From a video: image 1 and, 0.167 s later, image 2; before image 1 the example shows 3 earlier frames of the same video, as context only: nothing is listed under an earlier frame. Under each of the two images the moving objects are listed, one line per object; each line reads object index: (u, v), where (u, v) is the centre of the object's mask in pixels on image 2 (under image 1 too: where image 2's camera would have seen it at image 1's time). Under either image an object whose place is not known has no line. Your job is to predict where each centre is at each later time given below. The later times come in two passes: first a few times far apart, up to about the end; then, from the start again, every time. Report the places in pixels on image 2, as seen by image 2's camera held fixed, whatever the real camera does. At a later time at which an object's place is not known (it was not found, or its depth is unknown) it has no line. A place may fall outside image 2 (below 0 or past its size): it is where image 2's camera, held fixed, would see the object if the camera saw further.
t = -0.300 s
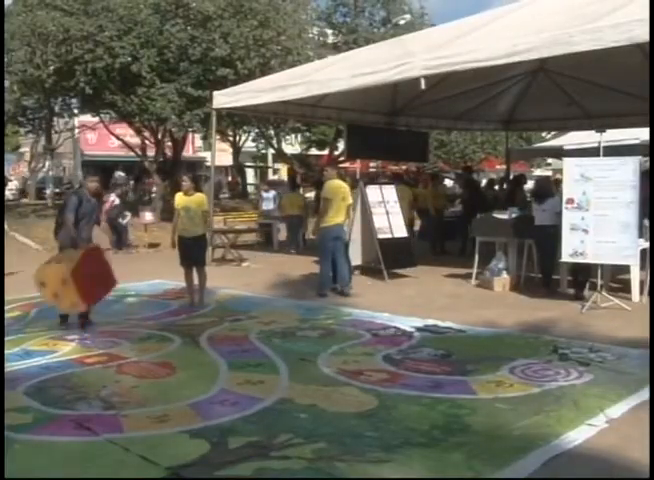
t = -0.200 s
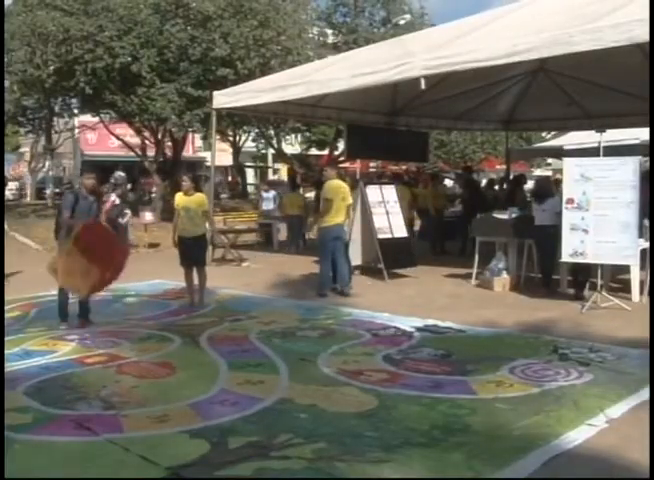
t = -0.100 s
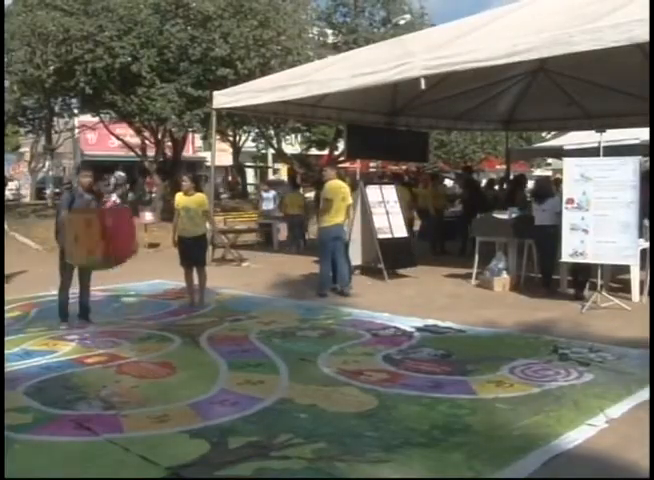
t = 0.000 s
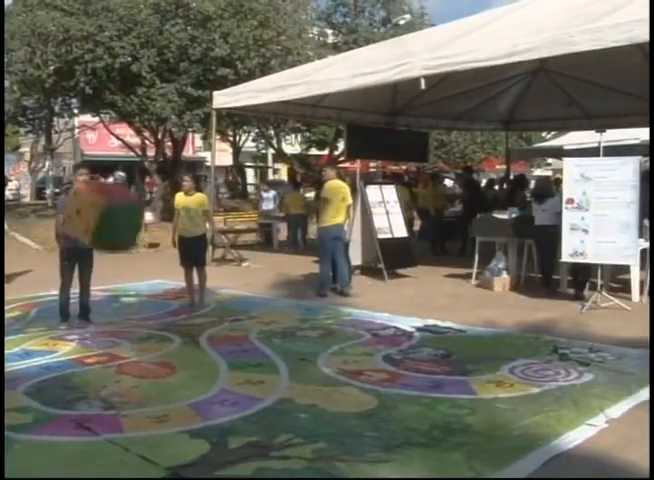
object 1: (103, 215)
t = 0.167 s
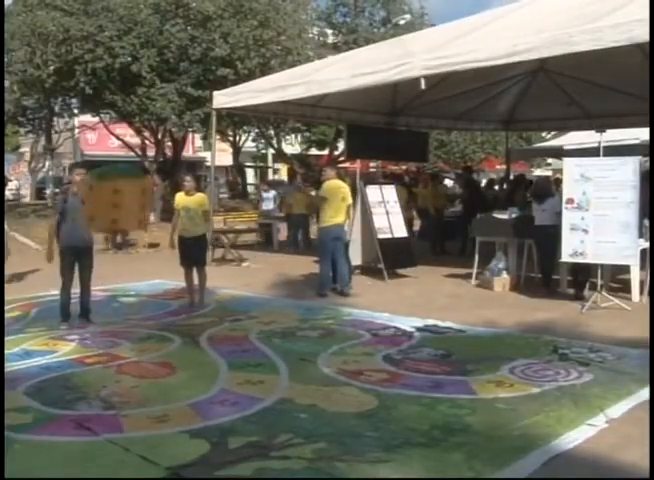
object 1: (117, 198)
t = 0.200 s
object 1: (117, 198)
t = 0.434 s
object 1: (128, 222)
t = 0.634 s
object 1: (141, 286)
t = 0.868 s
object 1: (151, 317)
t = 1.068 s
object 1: (151, 316)
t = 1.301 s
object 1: (151, 319)
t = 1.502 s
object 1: (155, 322)
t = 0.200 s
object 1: (117, 198)
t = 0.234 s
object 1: (119, 198)
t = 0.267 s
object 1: (120, 199)
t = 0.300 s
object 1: (122, 201)
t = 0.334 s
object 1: (123, 205)
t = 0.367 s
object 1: (127, 211)
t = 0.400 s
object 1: (127, 216)
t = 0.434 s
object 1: (128, 222)
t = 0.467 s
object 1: (130, 231)
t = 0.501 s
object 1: (133, 240)
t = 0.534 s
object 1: (134, 250)
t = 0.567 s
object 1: (137, 261)
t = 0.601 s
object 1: (139, 273)
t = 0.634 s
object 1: (141, 286)
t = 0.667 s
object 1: (144, 300)
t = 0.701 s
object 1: (148, 314)
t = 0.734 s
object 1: (150, 321)
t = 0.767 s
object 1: (151, 323)
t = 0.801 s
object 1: (151, 320)
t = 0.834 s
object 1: (151, 319)
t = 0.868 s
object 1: (151, 317)
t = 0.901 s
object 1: (151, 315)
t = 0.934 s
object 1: (151, 315)
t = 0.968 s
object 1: (151, 314)
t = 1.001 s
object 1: (151, 314)
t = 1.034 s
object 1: (151, 315)
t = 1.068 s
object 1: (151, 316)
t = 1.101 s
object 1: (151, 317)
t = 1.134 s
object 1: (151, 318)
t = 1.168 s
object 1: (151, 318)
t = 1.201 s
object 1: (151, 319)
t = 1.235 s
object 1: (151, 319)
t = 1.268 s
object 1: (151, 319)
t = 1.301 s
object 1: (151, 319)
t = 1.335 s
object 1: (151, 319)
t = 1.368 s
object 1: (152, 320)
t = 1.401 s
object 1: (153, 321)
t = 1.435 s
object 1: (153, 321)
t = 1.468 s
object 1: (154, 322)
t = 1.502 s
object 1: (155, 322)
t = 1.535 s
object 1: (155, 323)
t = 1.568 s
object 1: (155, 322)
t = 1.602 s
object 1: (156, 322)
